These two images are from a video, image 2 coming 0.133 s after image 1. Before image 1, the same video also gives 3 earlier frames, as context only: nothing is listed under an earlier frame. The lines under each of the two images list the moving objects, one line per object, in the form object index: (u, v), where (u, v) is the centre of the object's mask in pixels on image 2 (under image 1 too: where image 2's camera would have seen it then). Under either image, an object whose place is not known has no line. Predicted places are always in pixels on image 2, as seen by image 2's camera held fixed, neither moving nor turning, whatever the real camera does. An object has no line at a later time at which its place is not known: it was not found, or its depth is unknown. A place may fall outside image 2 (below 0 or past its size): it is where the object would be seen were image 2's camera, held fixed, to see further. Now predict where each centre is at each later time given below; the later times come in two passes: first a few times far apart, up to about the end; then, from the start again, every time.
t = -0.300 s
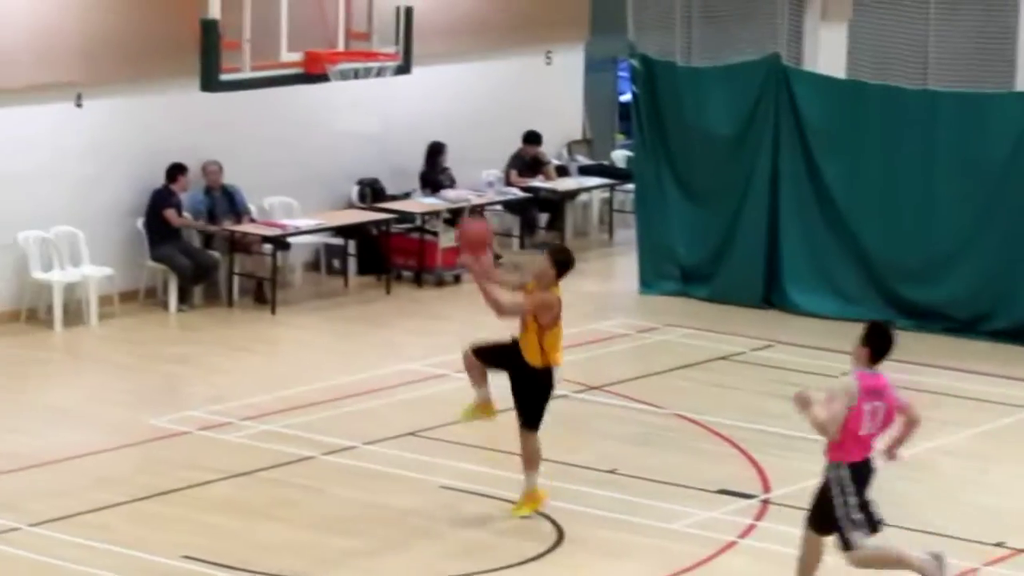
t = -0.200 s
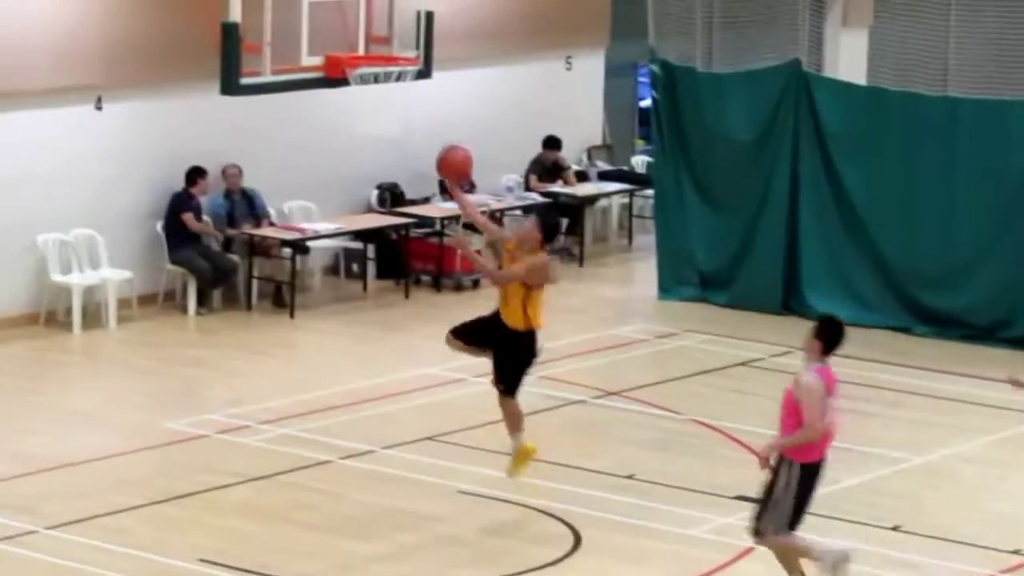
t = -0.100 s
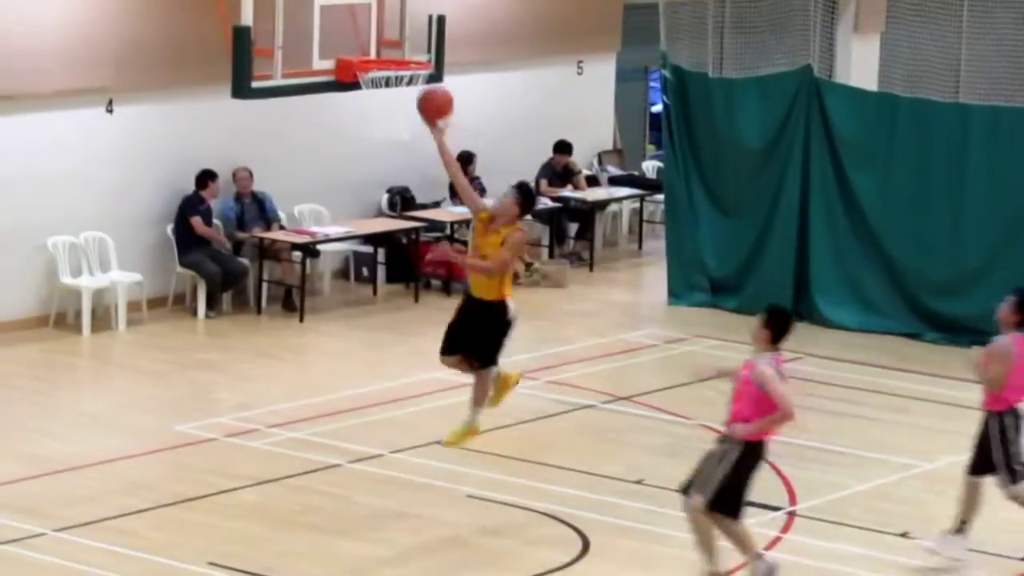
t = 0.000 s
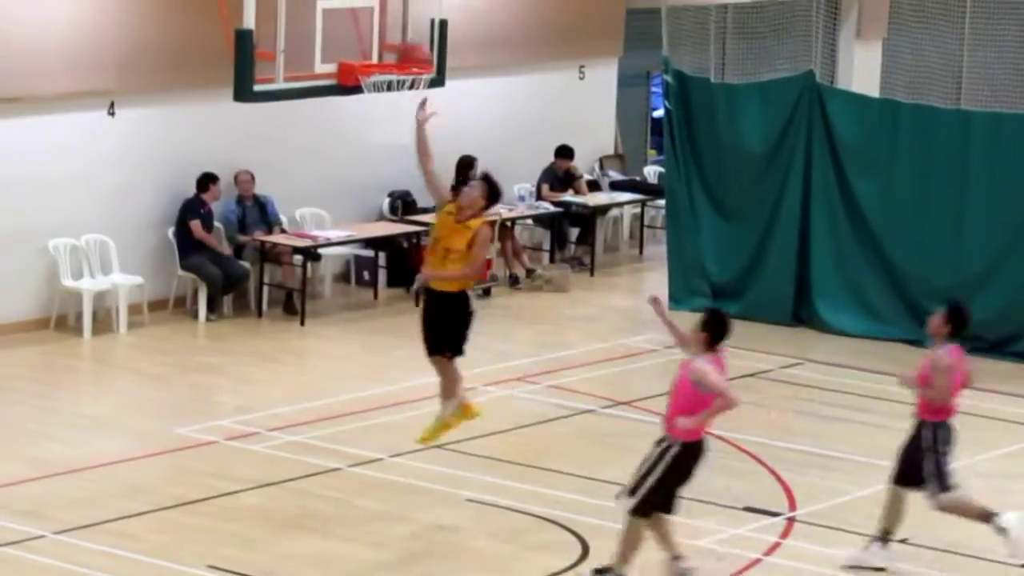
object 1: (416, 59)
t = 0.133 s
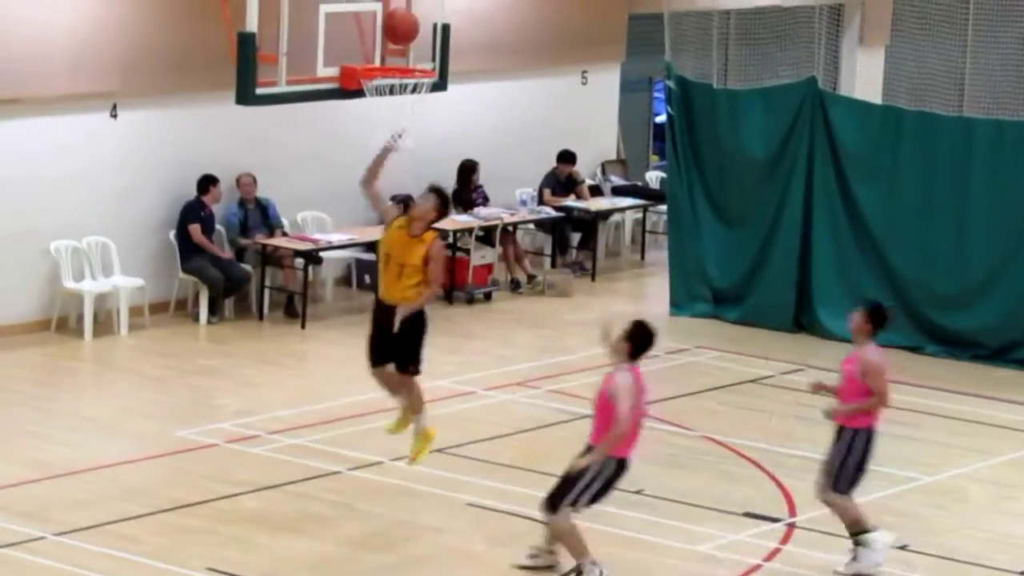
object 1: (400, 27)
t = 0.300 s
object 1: (404, 22)
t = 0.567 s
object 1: (399, 96)
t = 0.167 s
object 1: (401, 23)
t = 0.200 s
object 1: (402, 20)
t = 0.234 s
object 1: (402, 19)
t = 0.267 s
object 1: (403, 19)
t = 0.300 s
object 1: (404, 22)
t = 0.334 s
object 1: (404, 27)
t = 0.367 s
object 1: (405, 32)
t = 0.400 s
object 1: (405, 40)
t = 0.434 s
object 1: (407, 48)
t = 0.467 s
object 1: (406, 58)
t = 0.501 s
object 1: (407, 71)
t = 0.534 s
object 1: (403, 90)
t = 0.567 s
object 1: (399, 96)
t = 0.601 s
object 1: (392, 109)
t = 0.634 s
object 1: (387, 123)
